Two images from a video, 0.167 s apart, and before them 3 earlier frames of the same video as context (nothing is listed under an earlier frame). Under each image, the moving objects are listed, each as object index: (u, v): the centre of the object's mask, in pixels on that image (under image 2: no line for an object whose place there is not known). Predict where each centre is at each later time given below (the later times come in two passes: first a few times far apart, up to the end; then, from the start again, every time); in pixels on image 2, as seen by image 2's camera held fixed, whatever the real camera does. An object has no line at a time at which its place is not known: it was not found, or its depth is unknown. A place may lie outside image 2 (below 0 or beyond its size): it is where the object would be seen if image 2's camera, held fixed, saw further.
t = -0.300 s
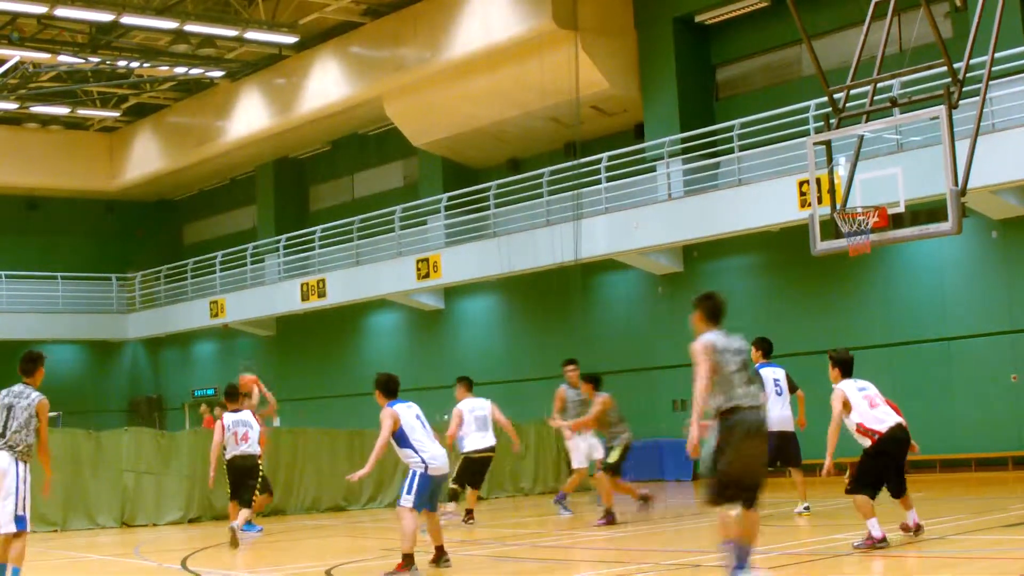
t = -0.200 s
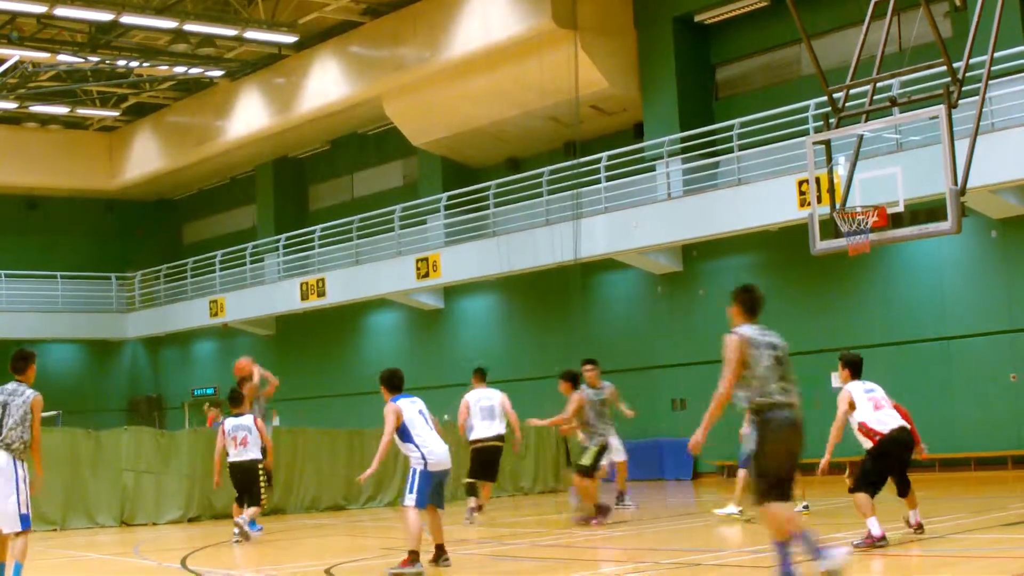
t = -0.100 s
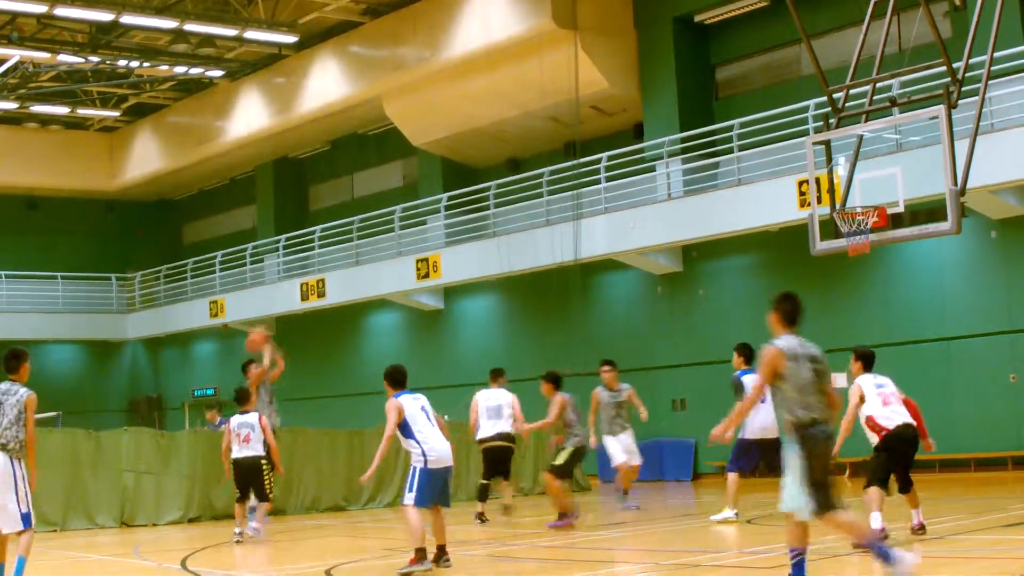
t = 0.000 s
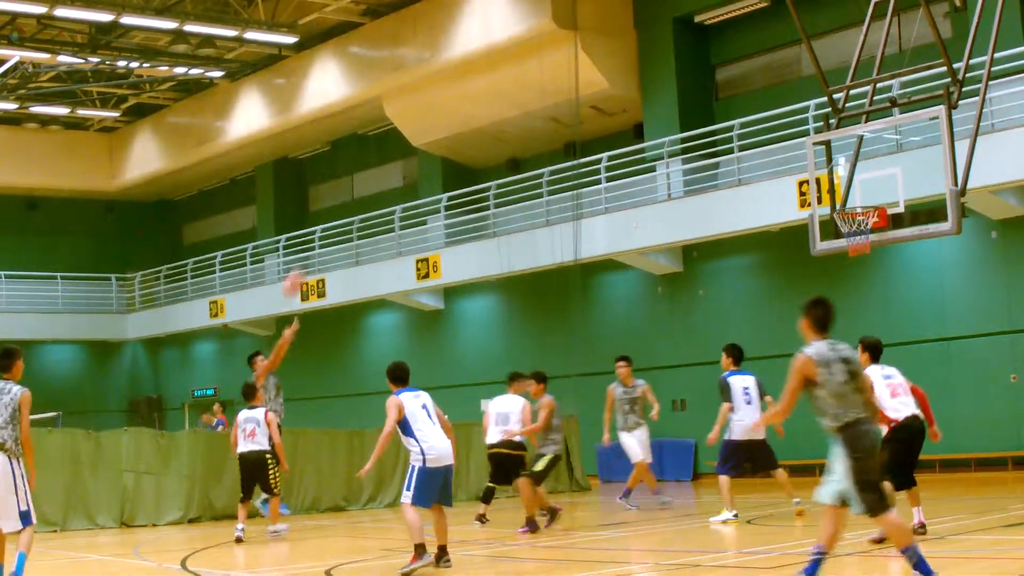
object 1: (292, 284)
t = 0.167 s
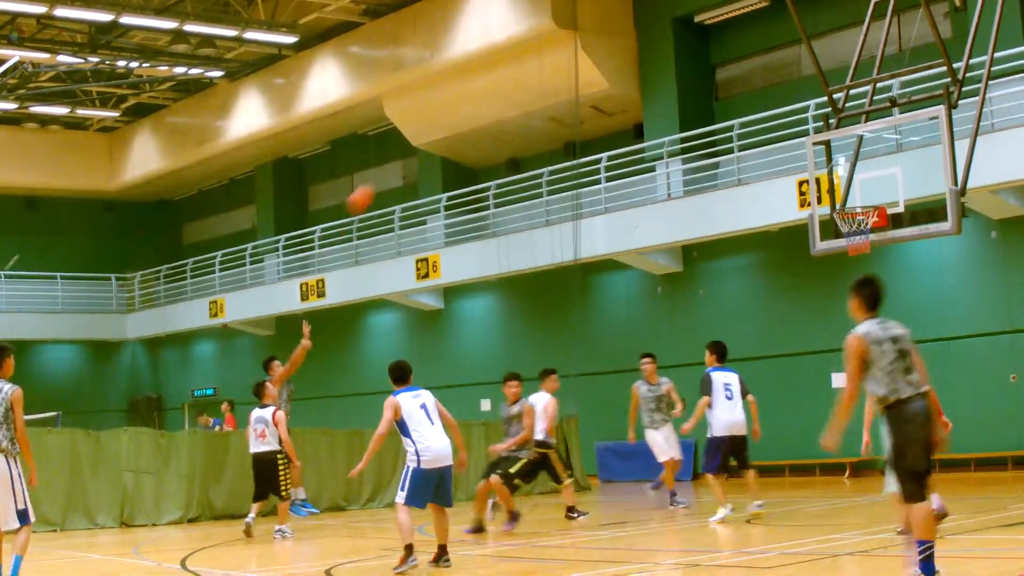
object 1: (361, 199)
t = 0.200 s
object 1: (374, 185)
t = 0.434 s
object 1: (473, 108)
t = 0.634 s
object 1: (563, 76)
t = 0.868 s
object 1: (676, 79)
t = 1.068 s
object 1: (773, 121)
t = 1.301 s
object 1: (872, 178)
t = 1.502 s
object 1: (878, 137)
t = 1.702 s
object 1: (860, 131)
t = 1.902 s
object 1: (843, 163)
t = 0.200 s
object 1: (374, 185)
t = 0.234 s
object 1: (390, 172)
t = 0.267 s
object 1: (404, 158)
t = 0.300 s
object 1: (415, 148)
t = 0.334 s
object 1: (431, 136)
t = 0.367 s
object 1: (446, 126)
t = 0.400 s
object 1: (458, 117)
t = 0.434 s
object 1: (473, 108)
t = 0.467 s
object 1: (490, 100)
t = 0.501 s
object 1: (504, 93)
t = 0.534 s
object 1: (518, 87)
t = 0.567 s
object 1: (533, 82)
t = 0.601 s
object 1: (549, 78)
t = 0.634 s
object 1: (563, 76)
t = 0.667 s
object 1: (579, 73)
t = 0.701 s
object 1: (596, 71)
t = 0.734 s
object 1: (611, 70)
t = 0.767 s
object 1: (628, 71)
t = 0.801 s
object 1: (644, 73)
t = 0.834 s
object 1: (658, 75)
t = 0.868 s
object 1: (676, 79)
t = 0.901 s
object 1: (691, 84)
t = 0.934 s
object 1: (708, 89)
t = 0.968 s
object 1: (725, 96)
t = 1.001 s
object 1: (740, 103)
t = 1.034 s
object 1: (757, 111)
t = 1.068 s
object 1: (773, 121)
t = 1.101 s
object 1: (792, 133)
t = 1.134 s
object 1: (809, 145)
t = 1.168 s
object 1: (826, 158)
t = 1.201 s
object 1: (845, 173)
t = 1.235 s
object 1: (864, 192)
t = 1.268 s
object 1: (869, 188)
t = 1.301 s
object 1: (872, 178)
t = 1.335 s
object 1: (874, 168)
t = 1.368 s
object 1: (877, 160)
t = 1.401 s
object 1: (879, 152)
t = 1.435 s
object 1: (881, 146)
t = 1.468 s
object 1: (882, 141)
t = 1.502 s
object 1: (878, 137)
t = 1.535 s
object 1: (875, 132)
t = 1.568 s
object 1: (872, 130)
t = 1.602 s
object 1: (869, 129)
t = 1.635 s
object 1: (866, 128)
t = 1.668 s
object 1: (862, 129)
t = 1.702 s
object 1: (860, 131)
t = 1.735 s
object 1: (857, 134)
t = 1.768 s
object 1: (853, 138)
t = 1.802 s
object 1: (850, 143)
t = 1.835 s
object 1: (848, 149)
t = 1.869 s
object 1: (844, 155)
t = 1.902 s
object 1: (843, 163)
